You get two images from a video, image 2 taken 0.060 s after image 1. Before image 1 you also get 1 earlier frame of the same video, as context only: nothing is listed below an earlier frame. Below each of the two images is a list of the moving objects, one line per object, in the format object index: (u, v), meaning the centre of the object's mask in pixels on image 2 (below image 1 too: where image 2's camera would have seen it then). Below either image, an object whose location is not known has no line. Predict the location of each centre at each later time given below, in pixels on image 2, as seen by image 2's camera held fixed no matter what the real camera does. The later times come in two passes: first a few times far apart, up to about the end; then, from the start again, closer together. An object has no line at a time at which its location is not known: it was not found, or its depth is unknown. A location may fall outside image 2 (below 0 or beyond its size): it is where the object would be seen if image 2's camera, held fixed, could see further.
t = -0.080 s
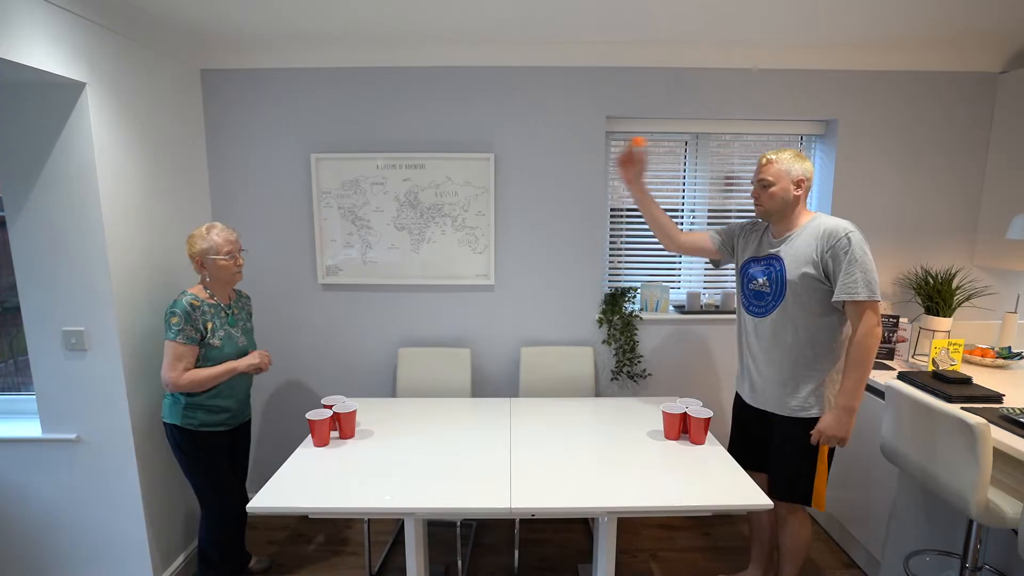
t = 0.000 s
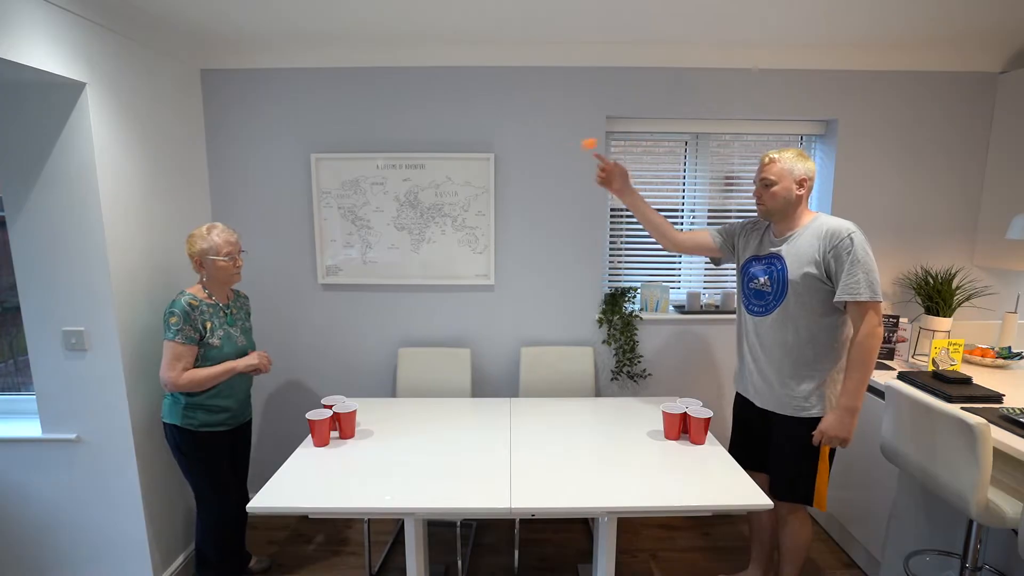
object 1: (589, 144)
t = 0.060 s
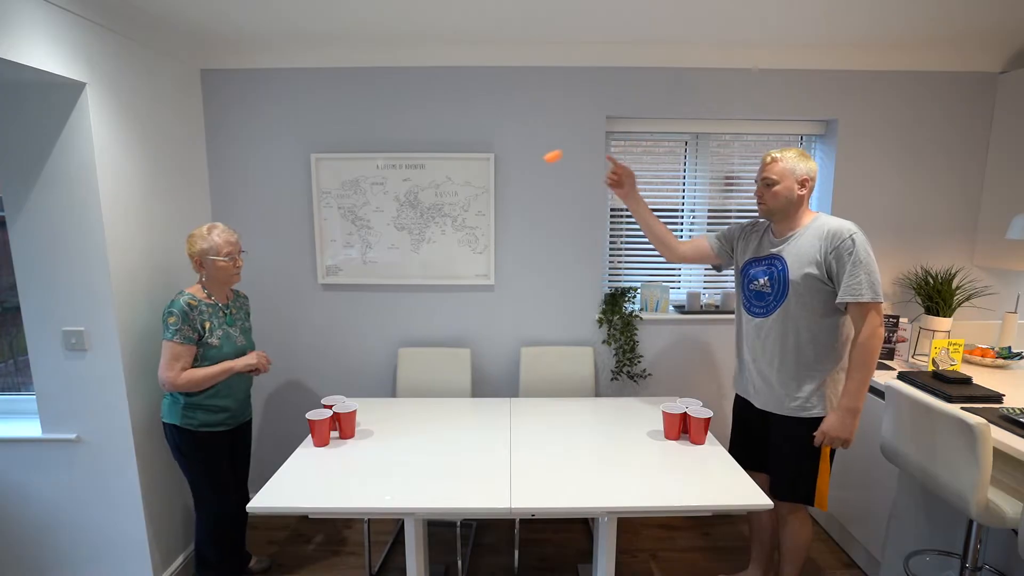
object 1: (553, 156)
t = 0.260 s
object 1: (436, 268)
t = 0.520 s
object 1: (373, 380)
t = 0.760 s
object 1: (394, 313)
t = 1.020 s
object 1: (422, 397)
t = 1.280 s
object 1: (443, 340)
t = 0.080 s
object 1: (541, 163)
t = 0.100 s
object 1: (529, 170)
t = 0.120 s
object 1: (517, 179)
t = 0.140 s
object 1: (505, 188)
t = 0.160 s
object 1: (494, 199)
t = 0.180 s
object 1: (481, 212)
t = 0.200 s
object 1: (470, 224)
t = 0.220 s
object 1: (459, 238)
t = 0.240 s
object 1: (447, 252)
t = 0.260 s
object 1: (436, 268)
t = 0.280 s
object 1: (425, 284)
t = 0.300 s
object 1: (415, 301)
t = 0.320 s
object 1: (404, 319)
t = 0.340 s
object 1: (395, 337)
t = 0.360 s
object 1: (385, 356)
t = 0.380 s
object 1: (375, 376)
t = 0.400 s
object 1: (366, 395)
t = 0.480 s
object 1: (370, 402)
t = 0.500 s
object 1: (371, 390)
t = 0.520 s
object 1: (373, 380)
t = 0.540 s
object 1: (374, 368)
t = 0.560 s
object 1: (375, 359)
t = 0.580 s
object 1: (377, 350)
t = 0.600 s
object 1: (379, 342)
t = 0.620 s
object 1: (381, 334)
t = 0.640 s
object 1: (382, 329)
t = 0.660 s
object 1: (384, 324)
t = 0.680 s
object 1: (386, 319)
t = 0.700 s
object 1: (388, 317)
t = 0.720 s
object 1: (390, 314)
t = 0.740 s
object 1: (392, 313)
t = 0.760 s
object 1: (394, 313)
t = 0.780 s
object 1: (396, 314)
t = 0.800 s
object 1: (398, 315)
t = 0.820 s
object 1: (400, 318)
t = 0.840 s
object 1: (403, 322)
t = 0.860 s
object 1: (405, 327)
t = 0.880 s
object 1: (407, 333)
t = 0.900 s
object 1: (409, 340)
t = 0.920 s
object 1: (411, 347)
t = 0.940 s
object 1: (414, 355)
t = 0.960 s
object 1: (416, 365)
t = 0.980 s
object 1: (418, 375)
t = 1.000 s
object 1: (420, 385)
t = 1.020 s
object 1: (422, 397)
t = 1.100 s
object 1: (430, 401)
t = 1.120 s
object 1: (430, 391)
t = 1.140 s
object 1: (432, 383)
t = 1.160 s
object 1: (433, 373)
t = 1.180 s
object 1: (435, 365)
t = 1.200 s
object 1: (437, 358)
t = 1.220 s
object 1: (438, 352)
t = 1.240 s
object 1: (440, 347)
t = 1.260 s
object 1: (442, 343)
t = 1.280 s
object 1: (443, 340)
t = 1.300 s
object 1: (445, 338)
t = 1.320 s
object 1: (447, 336)
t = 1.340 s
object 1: (449, 336)
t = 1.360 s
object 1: (450, 336)
